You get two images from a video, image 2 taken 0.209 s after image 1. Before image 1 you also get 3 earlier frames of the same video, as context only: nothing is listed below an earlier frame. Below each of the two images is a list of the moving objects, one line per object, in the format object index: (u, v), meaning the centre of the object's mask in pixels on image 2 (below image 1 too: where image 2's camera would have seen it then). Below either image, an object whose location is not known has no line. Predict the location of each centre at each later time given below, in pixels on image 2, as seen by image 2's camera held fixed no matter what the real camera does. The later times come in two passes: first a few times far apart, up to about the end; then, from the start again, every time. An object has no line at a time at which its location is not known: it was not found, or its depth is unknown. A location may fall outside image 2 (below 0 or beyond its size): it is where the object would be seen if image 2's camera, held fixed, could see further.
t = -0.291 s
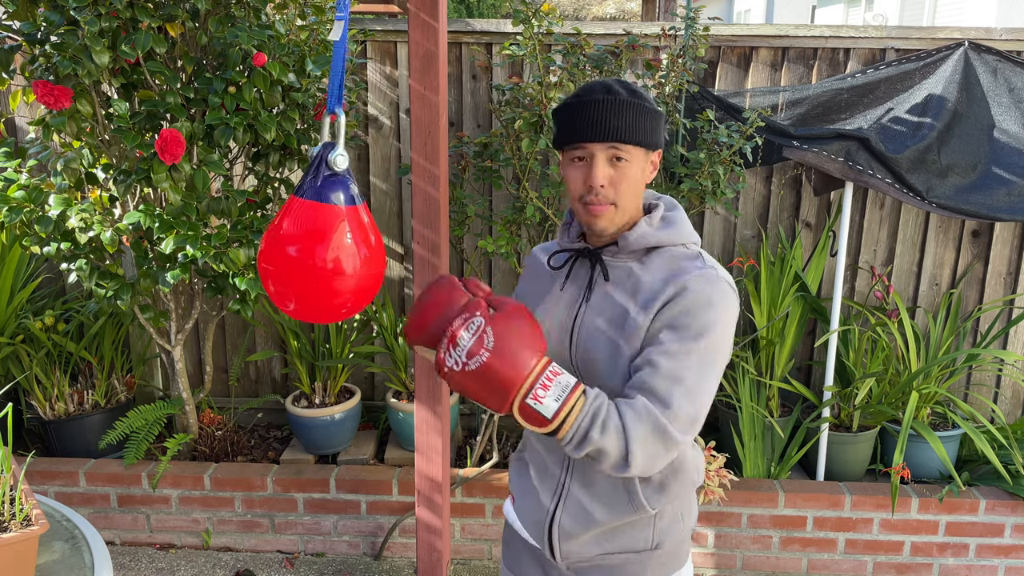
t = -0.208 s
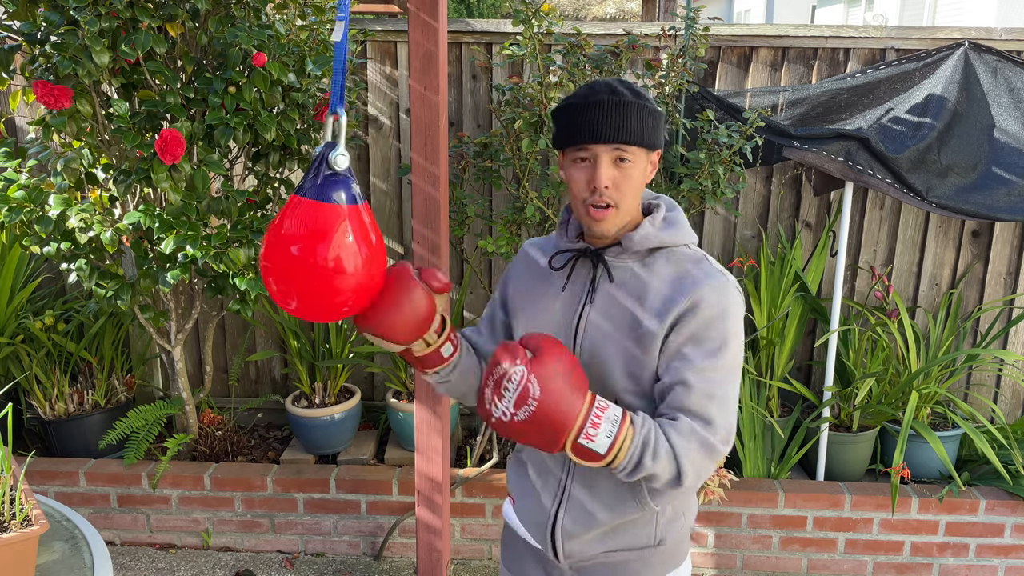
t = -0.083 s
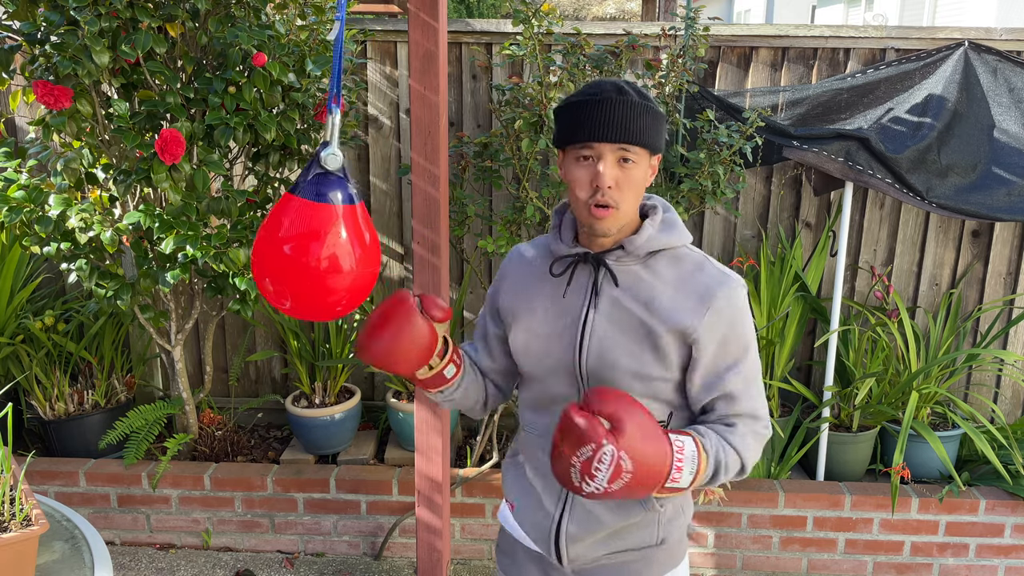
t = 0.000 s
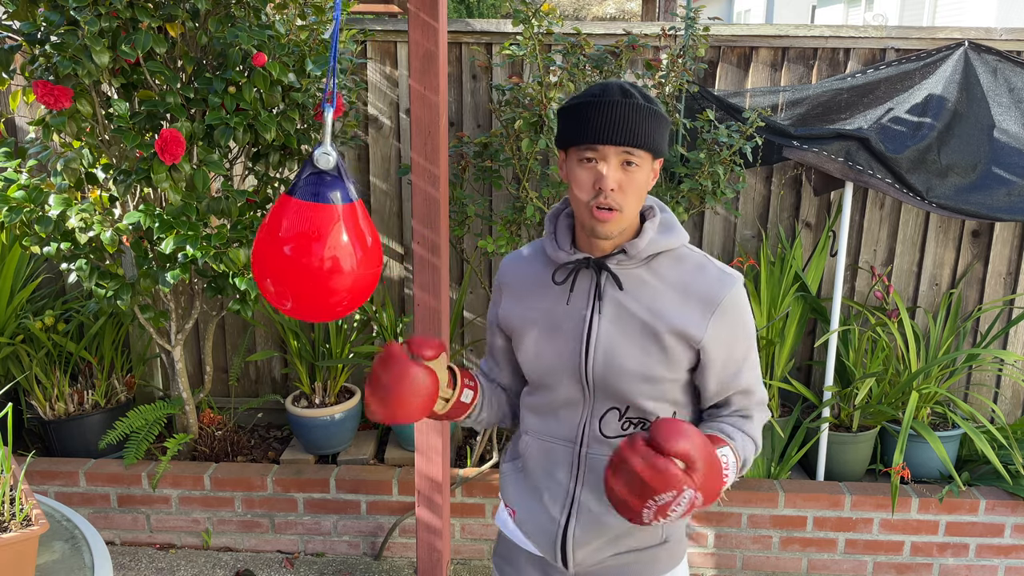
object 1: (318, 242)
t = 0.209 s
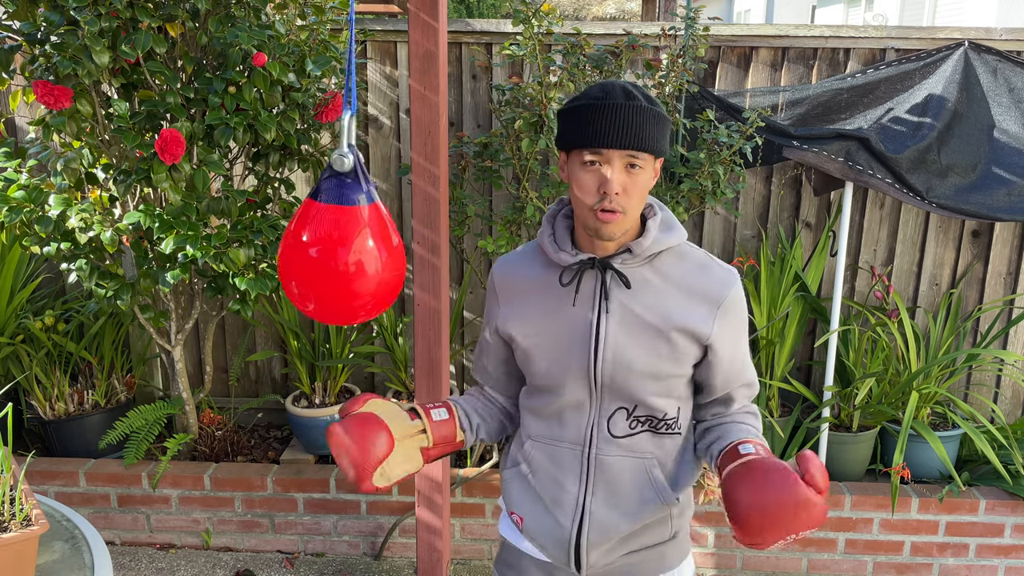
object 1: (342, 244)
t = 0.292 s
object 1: (359, 244)
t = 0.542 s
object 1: (411, 243)
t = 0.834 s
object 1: (432, 241)
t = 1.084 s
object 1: (401, 243)
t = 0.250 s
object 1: (350, 244)
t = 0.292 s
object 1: (359, 244)
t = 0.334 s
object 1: (367, 245)
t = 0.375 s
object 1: (377, 244)
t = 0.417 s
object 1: (385, 244)
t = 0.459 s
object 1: (394, 244)
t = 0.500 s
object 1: (403, 243)
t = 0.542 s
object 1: (411, 243)
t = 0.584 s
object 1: (417, 241)
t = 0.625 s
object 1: (422, 241)
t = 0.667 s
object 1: (427, 241)
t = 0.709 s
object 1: (430, 240)
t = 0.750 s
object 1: (432, 240)
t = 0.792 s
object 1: (432, 240)
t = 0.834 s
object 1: (432, 241)
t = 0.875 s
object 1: (429, 241)
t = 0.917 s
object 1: (427, 241)
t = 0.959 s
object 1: (422, 241)
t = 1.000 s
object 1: (416, 242)
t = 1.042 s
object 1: (408, 243)
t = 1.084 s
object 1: (401, 243)
